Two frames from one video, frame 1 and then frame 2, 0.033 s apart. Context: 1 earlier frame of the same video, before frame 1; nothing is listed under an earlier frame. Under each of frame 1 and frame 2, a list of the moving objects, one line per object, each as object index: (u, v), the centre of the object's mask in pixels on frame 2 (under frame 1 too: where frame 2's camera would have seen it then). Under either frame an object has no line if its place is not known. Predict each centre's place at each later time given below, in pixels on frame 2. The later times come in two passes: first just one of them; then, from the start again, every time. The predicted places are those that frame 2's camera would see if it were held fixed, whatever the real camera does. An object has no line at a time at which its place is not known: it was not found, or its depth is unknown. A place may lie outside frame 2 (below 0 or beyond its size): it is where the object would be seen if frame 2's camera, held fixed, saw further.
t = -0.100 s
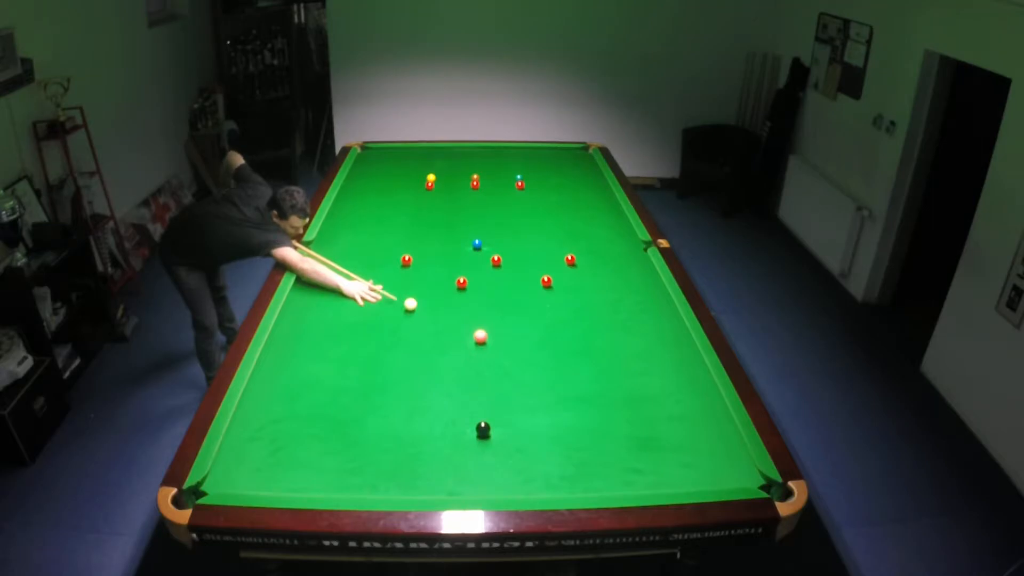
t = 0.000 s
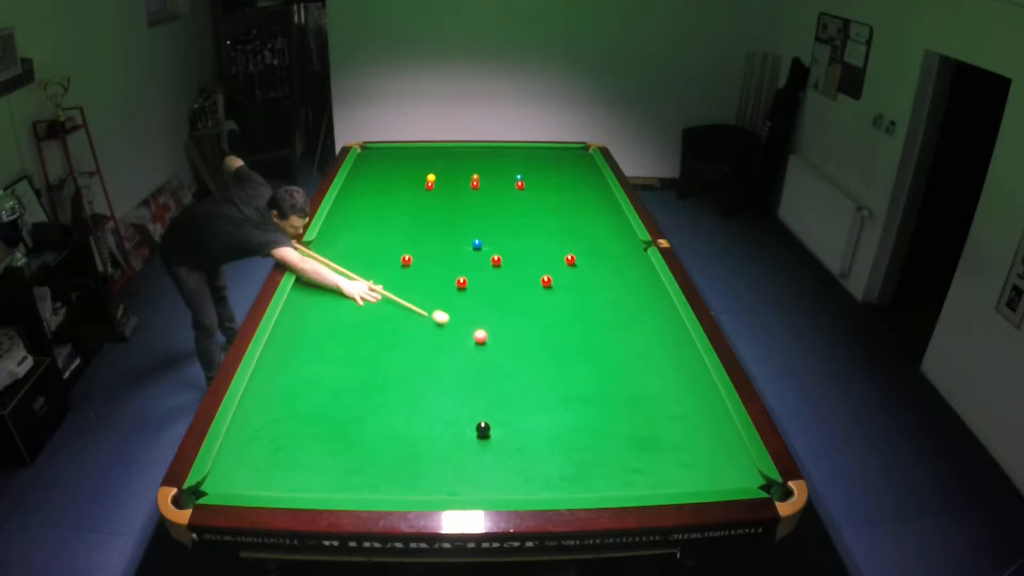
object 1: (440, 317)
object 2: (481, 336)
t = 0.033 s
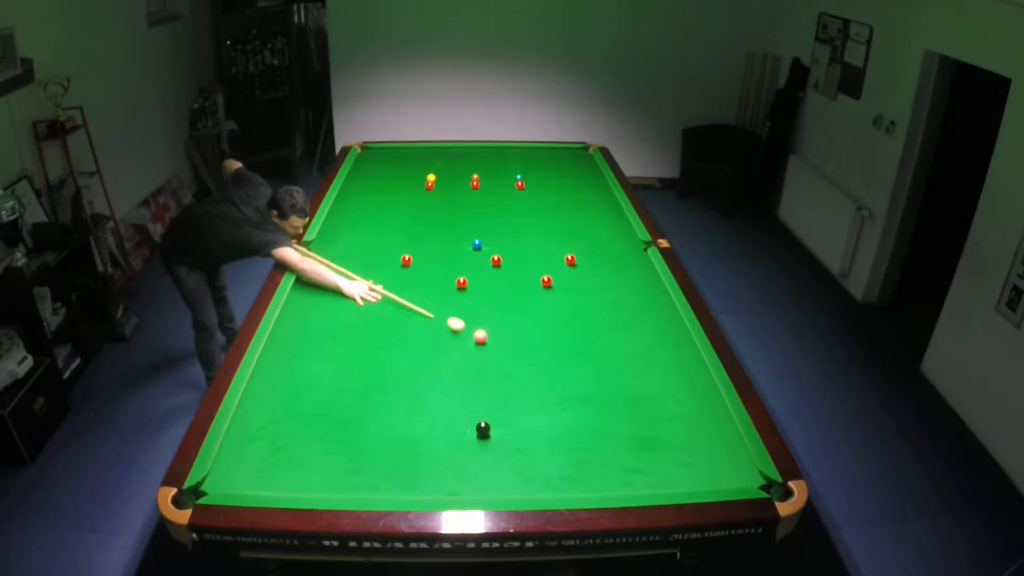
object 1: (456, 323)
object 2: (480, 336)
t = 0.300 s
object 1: (474, 326)
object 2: (575, 387)
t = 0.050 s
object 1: (463, 327)
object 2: (480, 336)
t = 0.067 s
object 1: (470, 330)
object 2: (481, 337)
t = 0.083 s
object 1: (472, 331)
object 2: (487, 339)
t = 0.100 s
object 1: (473, 331)
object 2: (494, 343)
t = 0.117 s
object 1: (473, 330)
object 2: (501, 347)
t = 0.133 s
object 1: (473, 330)
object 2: (508, 351)
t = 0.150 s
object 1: (473, 330)
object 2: (514, 354)
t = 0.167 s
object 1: (474, 329)
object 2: (521, 358)
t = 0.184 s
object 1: (474, 329)
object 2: (528, 362)
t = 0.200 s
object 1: (474, 328)
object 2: (535, 366)
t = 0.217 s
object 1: (474, 328)
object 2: (542, 369)
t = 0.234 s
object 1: (474, 328)
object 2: (548, 373)
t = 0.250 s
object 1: (474, 327)
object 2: (555, 377)
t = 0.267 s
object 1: (474, 327)
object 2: (562, 381)
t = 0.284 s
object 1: (474, 326)
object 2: (568, 384)
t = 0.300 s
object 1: (474, 326)
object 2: (575, 387)
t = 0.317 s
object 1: (474, 326)
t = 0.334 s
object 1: (474, 325)
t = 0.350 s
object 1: (474, 325)
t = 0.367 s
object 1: (474, 325)
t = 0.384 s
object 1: (474, 324)
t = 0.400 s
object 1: (474, 324)
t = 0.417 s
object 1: (475, 324)
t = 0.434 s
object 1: (475, 323)
